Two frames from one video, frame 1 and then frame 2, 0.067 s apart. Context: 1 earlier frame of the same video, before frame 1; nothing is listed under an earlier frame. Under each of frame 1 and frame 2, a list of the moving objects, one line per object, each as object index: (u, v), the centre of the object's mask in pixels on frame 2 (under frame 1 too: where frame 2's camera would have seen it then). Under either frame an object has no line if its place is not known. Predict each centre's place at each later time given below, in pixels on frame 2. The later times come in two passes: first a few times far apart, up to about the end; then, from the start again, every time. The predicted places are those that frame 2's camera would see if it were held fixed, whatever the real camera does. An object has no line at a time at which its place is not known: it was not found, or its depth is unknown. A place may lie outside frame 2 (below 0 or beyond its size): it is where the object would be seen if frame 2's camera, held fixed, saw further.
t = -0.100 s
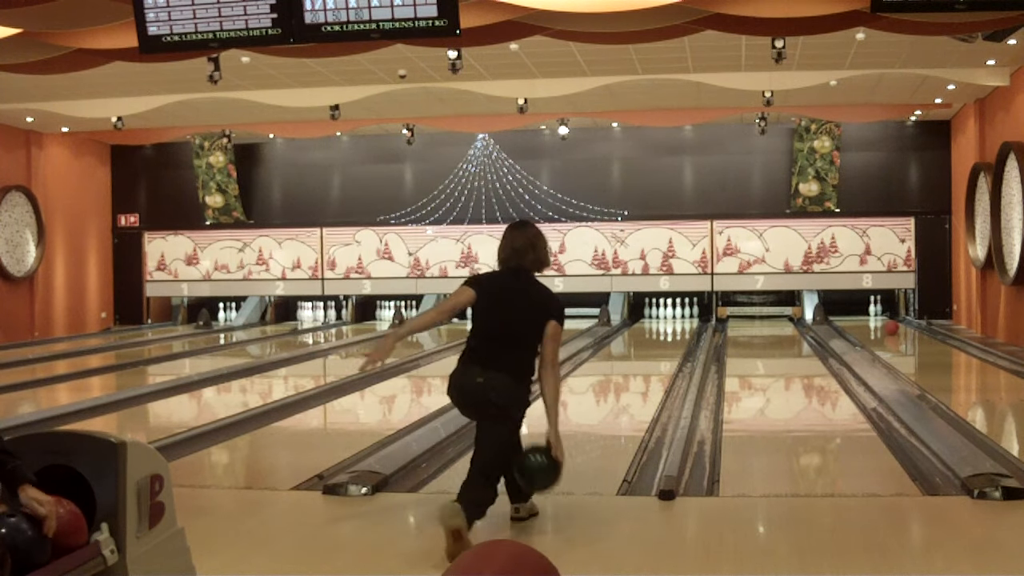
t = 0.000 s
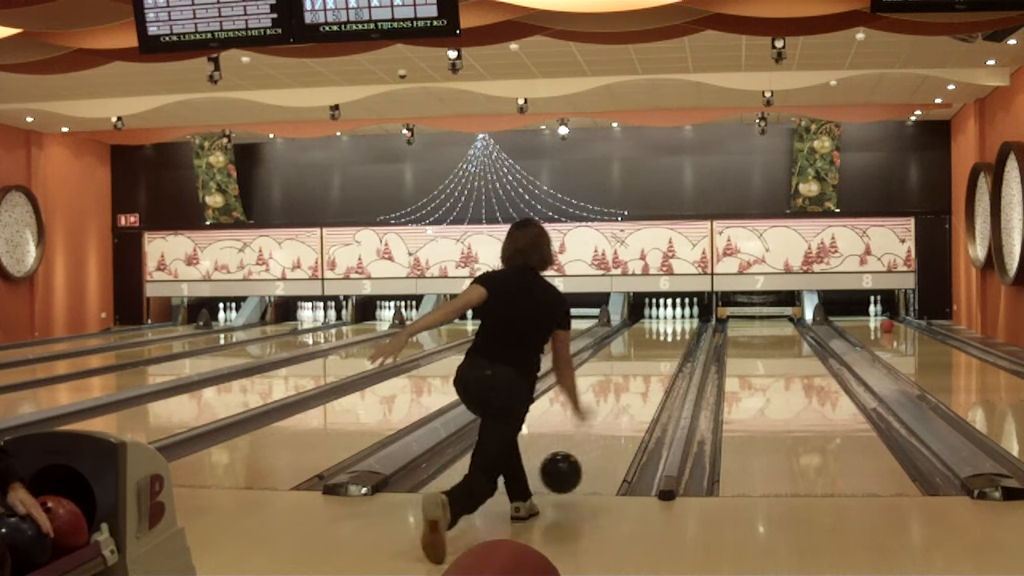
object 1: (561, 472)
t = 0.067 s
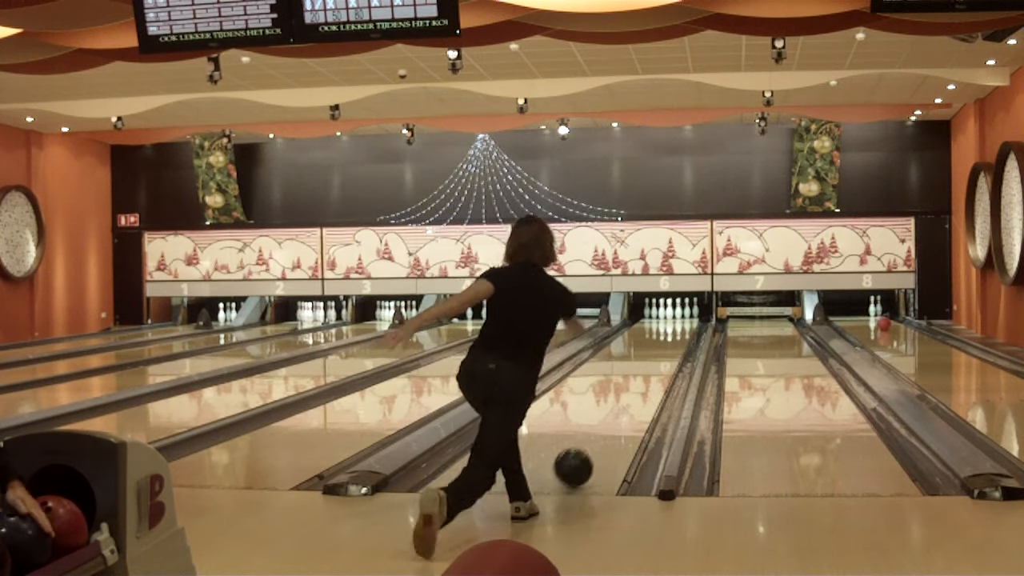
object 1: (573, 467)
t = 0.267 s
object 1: (601, 431)
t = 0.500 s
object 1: (623, 401)
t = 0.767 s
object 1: (640, 377)
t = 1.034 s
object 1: (652, 360)
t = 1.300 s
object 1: (660, 347)
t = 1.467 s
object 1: (663, 341)
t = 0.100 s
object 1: (579, 459)
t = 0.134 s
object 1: (584, 454)
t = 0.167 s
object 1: (588, 447)
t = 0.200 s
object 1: (593, 442)
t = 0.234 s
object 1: (597, 436)
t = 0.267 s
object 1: (601, 431)
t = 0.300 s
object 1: (605, 426)
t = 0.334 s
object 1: (608, 421)
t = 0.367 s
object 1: (612, 417)
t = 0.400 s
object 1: (615, 412)
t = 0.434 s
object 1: (618, 408)
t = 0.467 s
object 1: (620, 405)
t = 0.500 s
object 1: (623, 401)
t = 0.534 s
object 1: (626, 397)
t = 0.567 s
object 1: (628, 394)
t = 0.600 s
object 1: (630, 391)
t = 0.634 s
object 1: (632, 388)
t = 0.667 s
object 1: (635, 385)
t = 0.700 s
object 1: (637, 382)
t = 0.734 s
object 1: (638, 380)
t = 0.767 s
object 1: (640, 377)
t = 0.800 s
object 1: (642, 375)
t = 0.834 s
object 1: (644, 372)
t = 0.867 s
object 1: (645, 370)
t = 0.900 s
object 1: (646, 368)
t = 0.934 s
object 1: (648, 366)
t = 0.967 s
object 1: (649, 363)
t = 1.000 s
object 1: (650, 362)
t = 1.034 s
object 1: (652, 360)
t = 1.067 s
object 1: (653, 358)
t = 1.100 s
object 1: (654, 356)
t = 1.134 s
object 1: (655, 355)
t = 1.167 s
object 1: (656, 353)
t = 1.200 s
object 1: (657, 351)
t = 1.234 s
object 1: (658, 350)
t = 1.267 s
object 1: (659, 348)
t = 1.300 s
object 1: (660, 347)
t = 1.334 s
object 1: (660, 346)
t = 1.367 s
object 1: (661, 344)
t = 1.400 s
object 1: (662, 343)
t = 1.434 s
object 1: (662, 342)
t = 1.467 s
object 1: (663, 341)
